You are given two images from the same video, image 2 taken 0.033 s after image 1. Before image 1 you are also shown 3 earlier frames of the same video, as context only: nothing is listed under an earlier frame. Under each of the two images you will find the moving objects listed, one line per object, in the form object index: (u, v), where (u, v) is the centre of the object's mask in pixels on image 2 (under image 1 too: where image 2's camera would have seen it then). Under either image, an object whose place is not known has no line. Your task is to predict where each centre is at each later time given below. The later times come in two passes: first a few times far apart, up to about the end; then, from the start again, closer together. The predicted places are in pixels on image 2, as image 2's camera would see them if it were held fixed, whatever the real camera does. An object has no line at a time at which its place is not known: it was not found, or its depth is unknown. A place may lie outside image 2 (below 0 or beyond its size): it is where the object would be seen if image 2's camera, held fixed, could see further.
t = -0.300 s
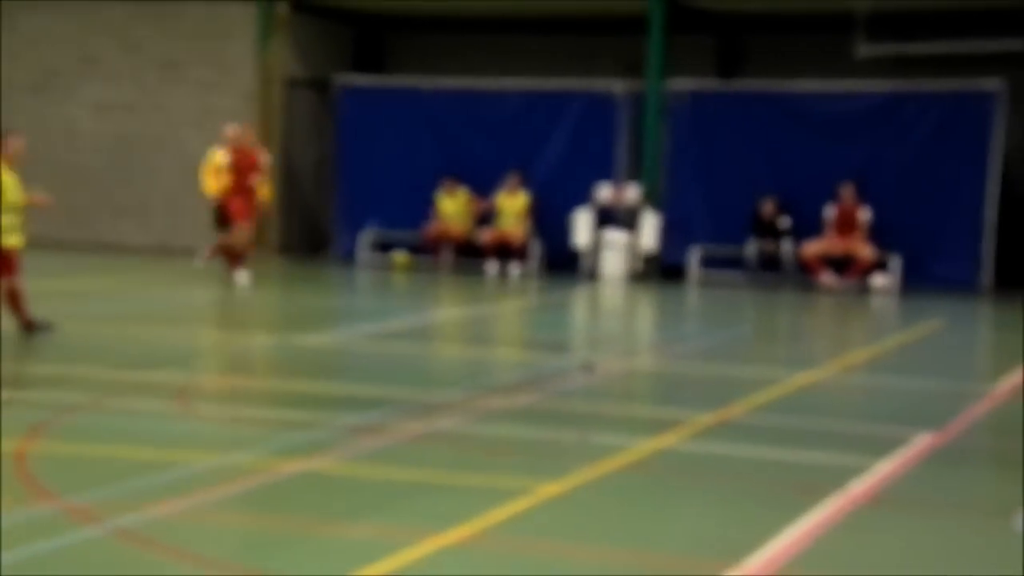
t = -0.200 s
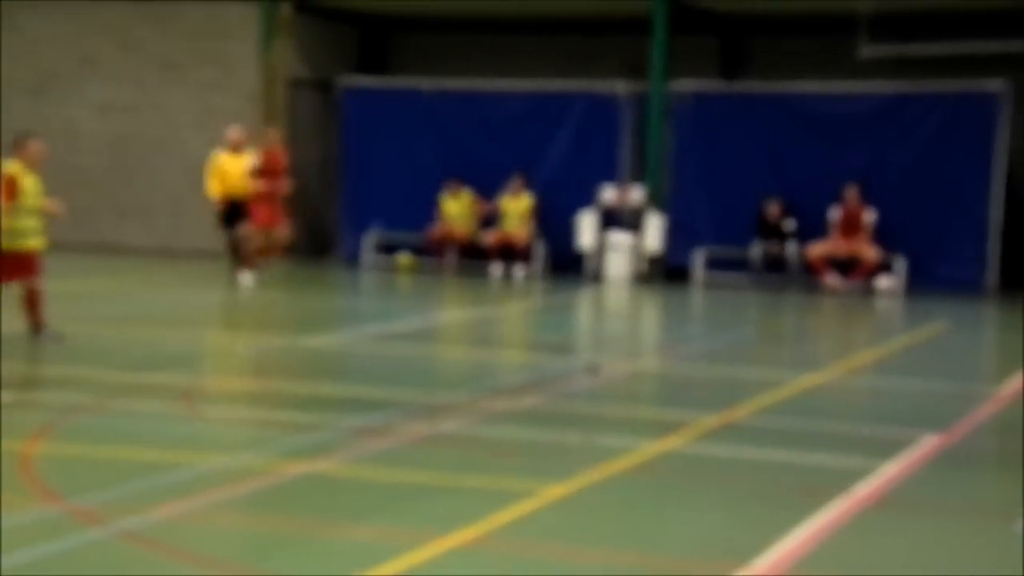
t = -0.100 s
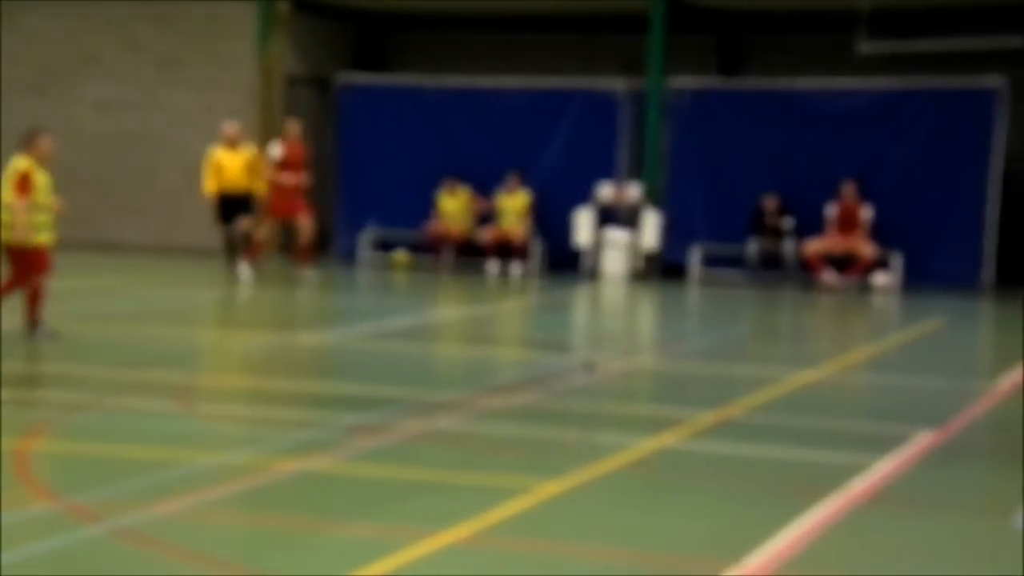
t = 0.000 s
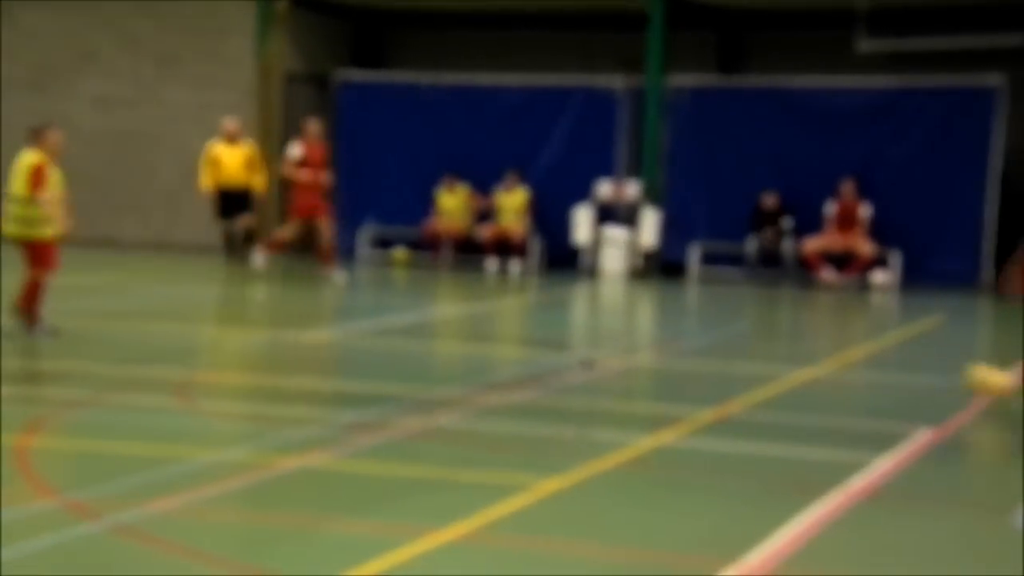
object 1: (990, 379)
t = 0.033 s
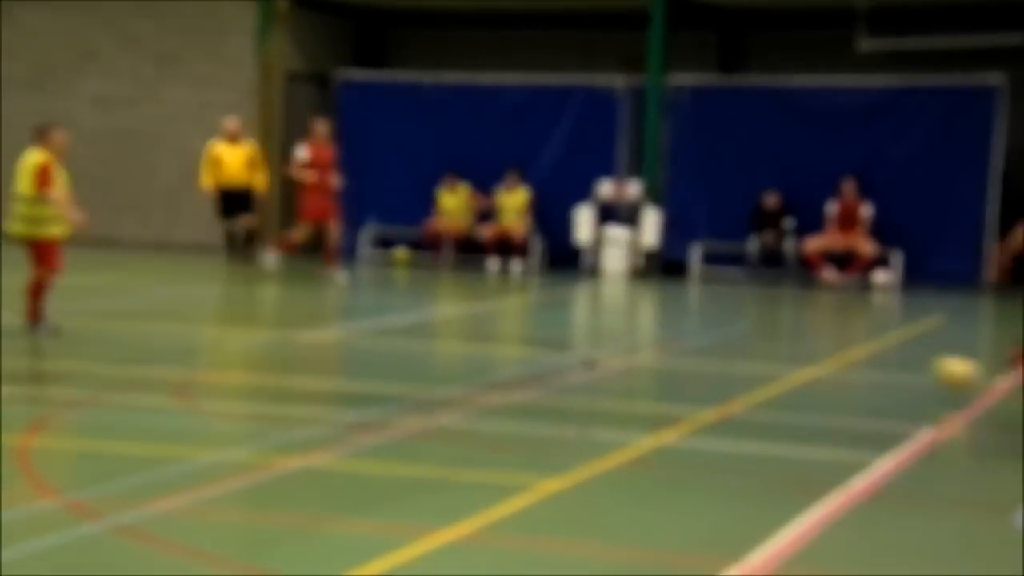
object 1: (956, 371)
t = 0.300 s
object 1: (748, 338)
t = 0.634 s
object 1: (608, 306)
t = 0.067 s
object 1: (925, 364)
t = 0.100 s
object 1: (893, 358)
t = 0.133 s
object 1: (864, 356)
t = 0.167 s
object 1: (836, 356)
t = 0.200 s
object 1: (811, 352)
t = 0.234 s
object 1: (787, 345)
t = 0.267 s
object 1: (767, 342)
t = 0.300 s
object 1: (748, 338)
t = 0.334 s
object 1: (731, 333)
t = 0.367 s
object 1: (714, 330)
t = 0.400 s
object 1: (697, 326)
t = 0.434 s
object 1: (683, 323)
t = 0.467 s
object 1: (671, 321)
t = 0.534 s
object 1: (643, 313)
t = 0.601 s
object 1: (618, 308)
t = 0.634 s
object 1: (608, 306)
